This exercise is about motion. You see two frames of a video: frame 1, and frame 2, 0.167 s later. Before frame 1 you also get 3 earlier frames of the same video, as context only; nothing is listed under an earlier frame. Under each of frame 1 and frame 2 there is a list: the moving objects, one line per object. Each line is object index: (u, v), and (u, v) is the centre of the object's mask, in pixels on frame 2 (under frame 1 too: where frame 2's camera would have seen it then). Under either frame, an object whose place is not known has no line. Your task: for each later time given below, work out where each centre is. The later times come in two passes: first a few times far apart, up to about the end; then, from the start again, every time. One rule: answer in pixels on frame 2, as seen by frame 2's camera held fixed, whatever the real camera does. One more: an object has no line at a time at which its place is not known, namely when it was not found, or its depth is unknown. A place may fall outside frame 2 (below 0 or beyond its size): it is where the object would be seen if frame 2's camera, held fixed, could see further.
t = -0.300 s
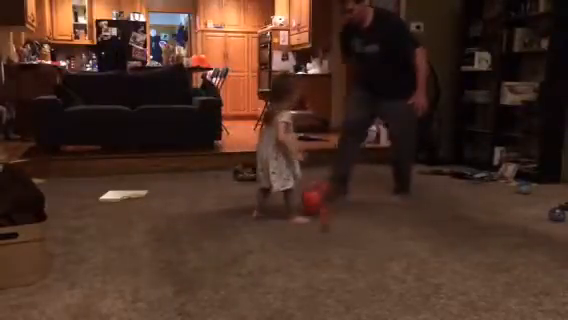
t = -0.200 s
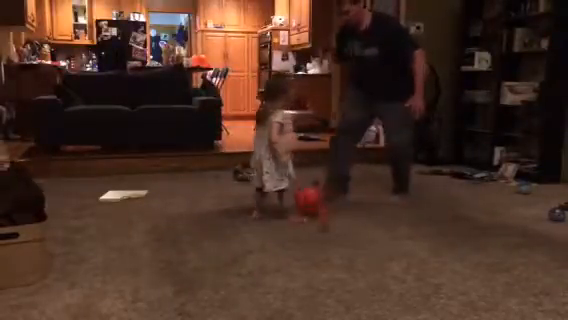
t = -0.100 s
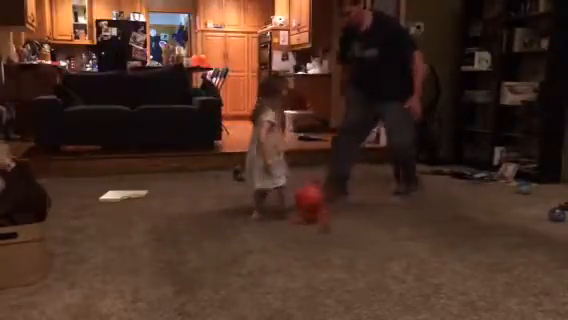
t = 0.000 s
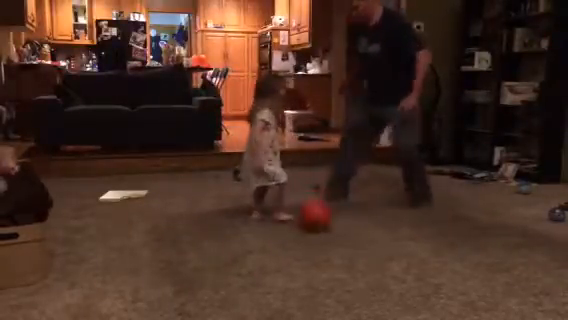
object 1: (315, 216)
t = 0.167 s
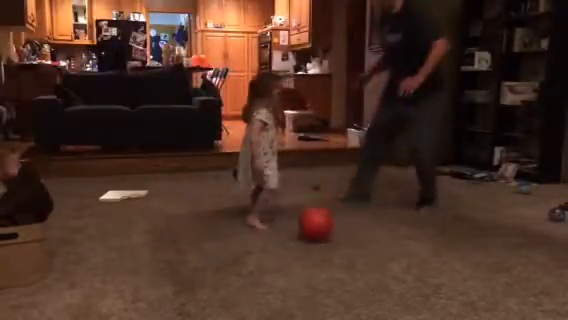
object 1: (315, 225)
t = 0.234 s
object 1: (316, 227)
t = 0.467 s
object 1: (319, 244)
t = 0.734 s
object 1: (321, 262)
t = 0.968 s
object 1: (324, 281)
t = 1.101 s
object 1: (326, 293)
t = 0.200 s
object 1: (316, 226)
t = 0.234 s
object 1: (316, 227)
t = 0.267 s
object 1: (316, 229)
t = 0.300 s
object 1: (317, 232)
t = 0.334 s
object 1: (316, 233)
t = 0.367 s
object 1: (317, 234)
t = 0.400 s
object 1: (317, 237)
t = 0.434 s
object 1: (318, 241)
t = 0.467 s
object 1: (319, 244)
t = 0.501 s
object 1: (318, 246)
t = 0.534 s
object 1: (319, 248)
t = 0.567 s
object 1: (319, 249)
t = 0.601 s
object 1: (319, 252)
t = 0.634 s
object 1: (319, 253)
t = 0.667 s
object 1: (320, 256)
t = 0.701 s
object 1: (321, 260)
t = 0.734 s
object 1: (321, 262)
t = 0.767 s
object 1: (321, 264)
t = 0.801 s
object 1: (321, 267)
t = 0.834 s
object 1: (322, 269)
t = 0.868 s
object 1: (323, 273)
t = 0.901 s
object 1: (323, 274)
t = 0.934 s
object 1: (324, 277)
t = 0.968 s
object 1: (324, 281)
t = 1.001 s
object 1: (325, 285)
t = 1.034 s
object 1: (326, 289)
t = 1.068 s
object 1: (326, 291)
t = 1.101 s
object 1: (326, 293)
